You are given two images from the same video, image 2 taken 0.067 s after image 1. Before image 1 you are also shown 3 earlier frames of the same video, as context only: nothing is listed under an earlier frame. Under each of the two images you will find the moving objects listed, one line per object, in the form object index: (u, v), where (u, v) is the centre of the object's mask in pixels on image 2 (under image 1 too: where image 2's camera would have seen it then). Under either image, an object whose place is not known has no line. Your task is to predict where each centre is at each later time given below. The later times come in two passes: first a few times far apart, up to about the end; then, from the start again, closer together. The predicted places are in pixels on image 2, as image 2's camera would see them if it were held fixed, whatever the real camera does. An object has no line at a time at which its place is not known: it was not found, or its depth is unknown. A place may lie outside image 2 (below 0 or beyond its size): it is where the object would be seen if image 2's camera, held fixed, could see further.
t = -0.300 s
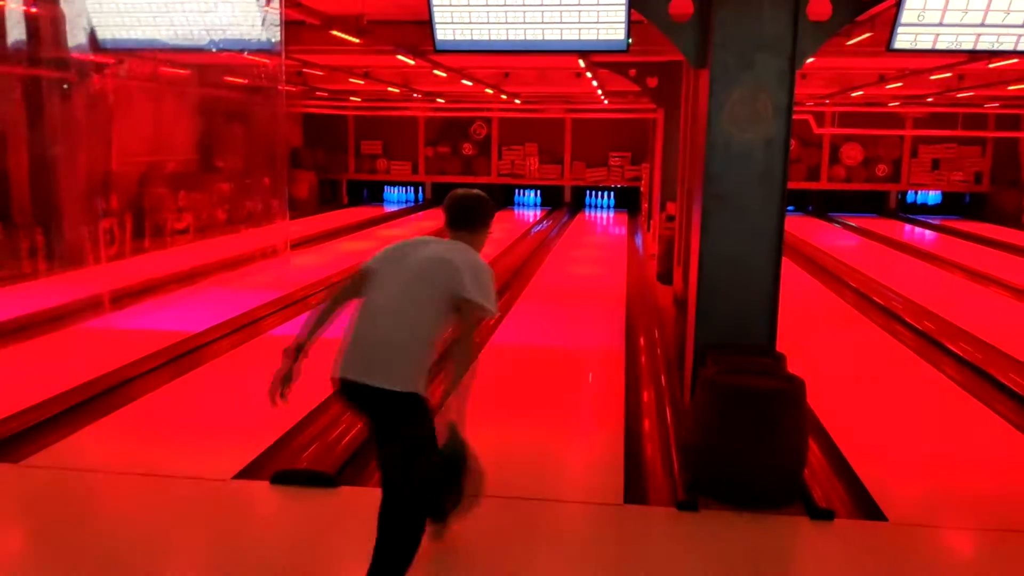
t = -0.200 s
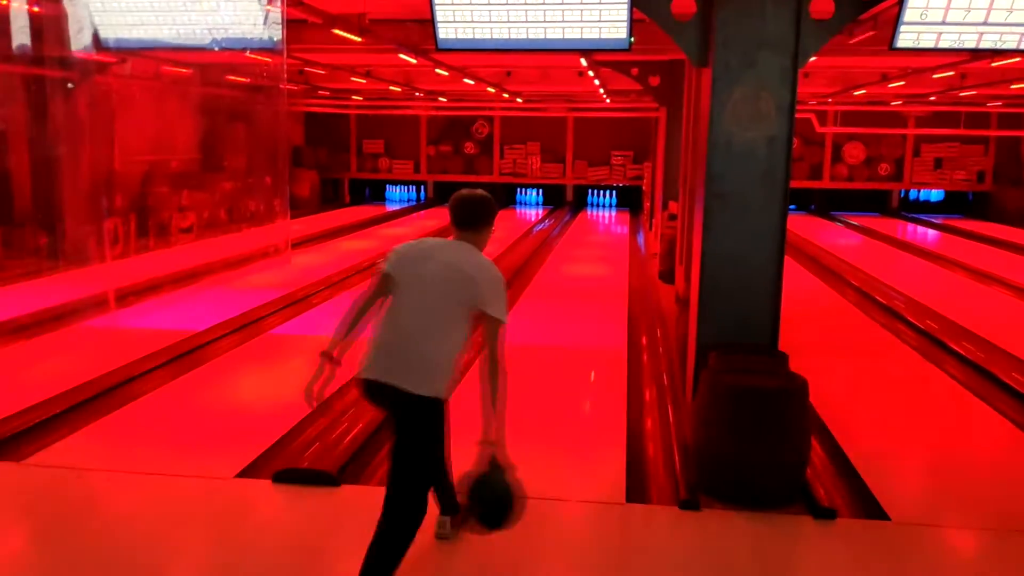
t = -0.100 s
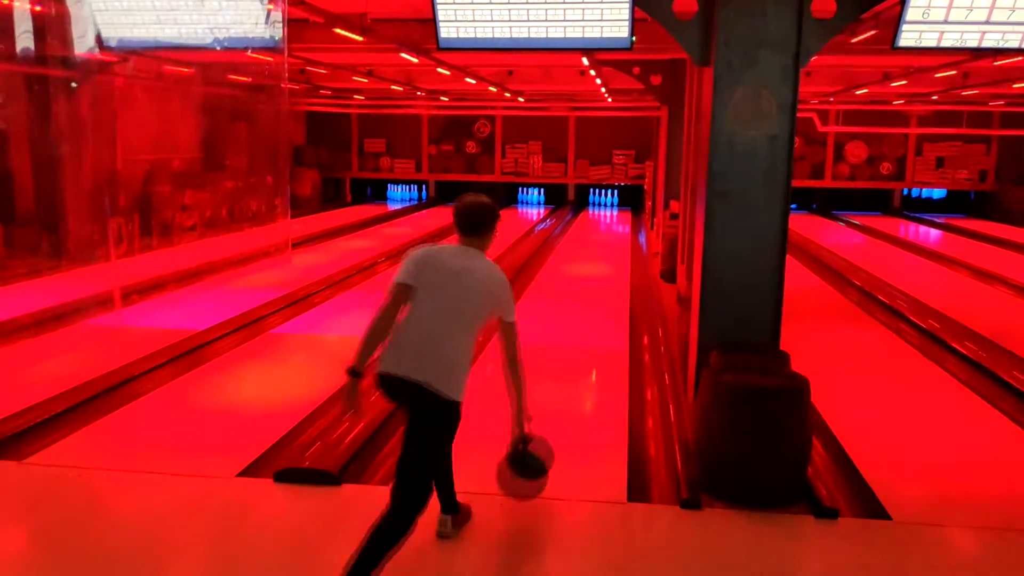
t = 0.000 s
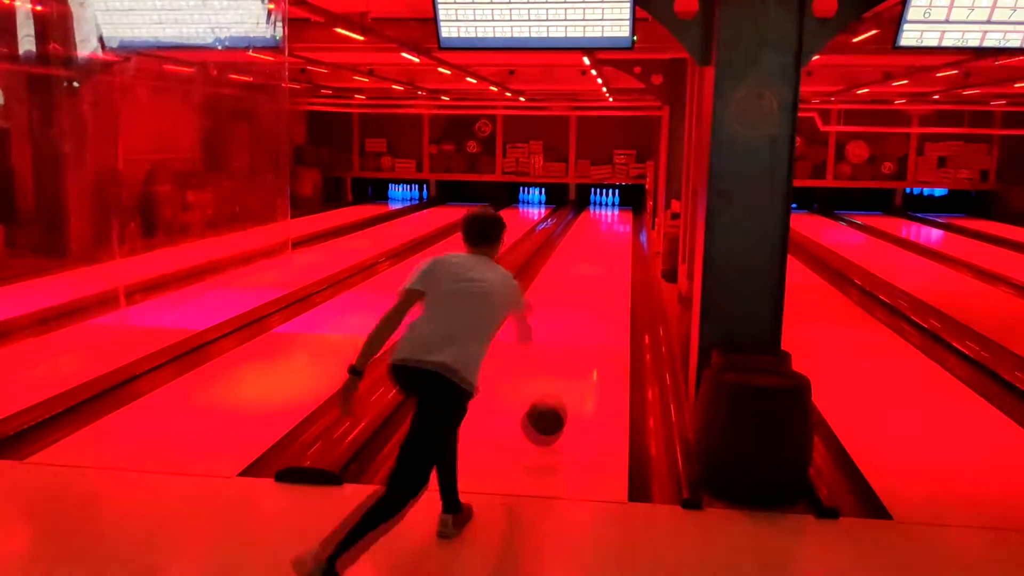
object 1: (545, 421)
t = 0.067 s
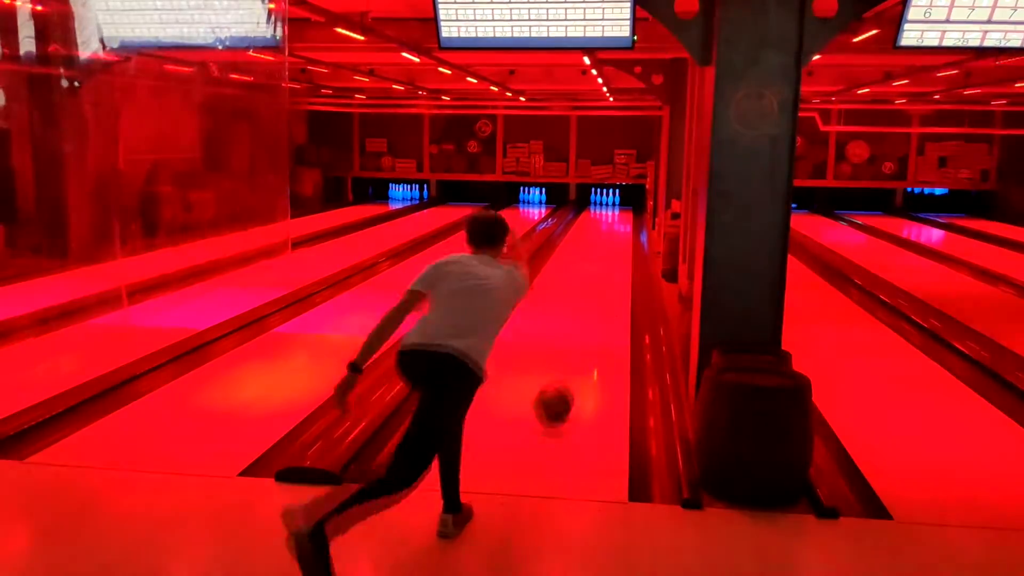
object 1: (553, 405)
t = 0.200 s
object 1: (567, 366)
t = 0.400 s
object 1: (580, 324)
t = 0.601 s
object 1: (590, 295)
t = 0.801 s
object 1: (596, 276)
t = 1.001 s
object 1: (600, 260)
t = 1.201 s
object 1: (604, 249)
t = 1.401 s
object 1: (607, 240)
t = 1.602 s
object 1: (609, 232)
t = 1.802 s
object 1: (611, 227)
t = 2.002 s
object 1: (612, 222)
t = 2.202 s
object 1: (613, 218)
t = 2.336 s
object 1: (614, 215)
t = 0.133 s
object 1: (561, 385)
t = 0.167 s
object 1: (564, 374)
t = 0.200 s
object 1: (567, 366)
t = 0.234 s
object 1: (569, 357)
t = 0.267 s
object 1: (572, 349)
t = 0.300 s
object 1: (575, 342)
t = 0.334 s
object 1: (577, 335)
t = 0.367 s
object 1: (579, 329)
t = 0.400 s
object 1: (580, 324)
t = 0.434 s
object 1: (582, 318)
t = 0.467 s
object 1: (584, 313)
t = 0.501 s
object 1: (586, 307)
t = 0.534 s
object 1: (587, 303)
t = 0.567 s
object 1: (588, 299)
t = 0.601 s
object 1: (590, 295)
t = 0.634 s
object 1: (591, 291)
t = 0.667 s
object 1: (592, 289)
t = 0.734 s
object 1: (594, 281)
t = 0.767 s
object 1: (595, 279)
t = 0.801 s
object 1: (596, 276)
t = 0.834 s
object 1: (597, 273)
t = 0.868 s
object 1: (598, 270)
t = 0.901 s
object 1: (598, 267)
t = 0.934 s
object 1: (599, 265)
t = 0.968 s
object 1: (600, 264)
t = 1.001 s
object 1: (600, 260)
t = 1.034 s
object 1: (601, 259)
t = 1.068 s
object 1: (602, 257)
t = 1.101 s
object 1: (602, 255)
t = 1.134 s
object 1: (603, 253)
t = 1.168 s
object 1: (604, 251)
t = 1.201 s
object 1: (604, 249)
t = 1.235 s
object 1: (604, 247)
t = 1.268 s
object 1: (605, 245)
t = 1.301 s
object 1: (605, 244)
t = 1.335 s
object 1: (606, 243)
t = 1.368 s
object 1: (606, 241)
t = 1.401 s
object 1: (607, 240)
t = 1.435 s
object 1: (607, 238)
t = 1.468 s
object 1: (607, 237)
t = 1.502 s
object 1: (608, 236)
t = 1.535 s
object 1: (608, 235)
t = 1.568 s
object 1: (609, 234)
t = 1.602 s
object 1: (609, 232)
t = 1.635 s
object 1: (609, 232)
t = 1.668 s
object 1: (609, 231)
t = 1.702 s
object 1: (610, 230)
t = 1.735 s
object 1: (610, 229)
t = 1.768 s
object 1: (611, 228)
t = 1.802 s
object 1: (611, 227)
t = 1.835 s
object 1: (611, 226)
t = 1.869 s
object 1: (611, 226)
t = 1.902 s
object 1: (612, 224)
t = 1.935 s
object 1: (612, 223)
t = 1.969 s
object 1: (612, 222)
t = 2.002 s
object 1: (612, 222)
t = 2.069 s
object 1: (612, 221)
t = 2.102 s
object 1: (613, 221)
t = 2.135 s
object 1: (613, 220)
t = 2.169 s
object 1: (613, 218)
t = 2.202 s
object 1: (613, 218)
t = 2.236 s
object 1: (613, 218)
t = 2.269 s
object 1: (614, 216)
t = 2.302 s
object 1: (614, 215)
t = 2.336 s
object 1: (614, 215)
